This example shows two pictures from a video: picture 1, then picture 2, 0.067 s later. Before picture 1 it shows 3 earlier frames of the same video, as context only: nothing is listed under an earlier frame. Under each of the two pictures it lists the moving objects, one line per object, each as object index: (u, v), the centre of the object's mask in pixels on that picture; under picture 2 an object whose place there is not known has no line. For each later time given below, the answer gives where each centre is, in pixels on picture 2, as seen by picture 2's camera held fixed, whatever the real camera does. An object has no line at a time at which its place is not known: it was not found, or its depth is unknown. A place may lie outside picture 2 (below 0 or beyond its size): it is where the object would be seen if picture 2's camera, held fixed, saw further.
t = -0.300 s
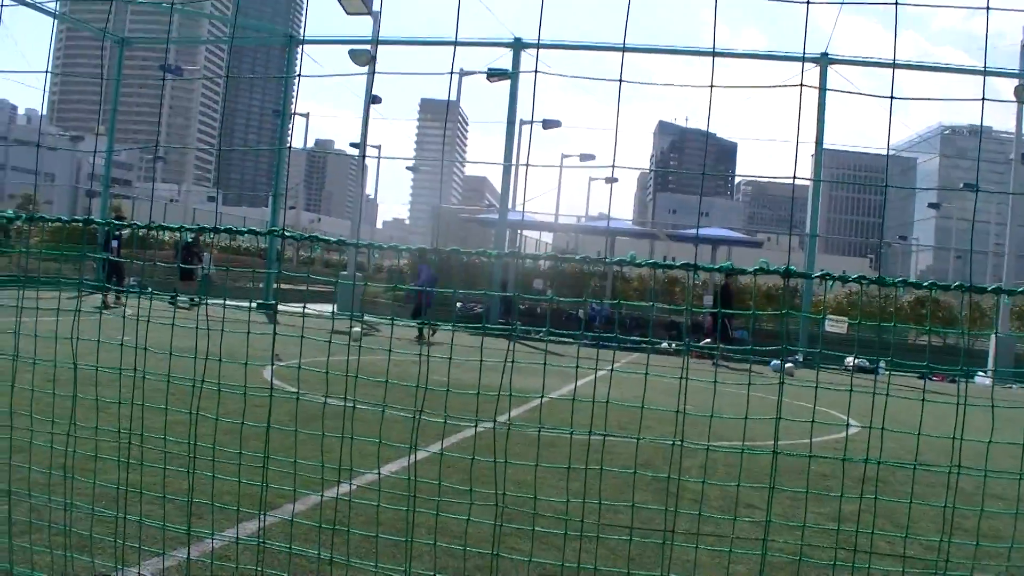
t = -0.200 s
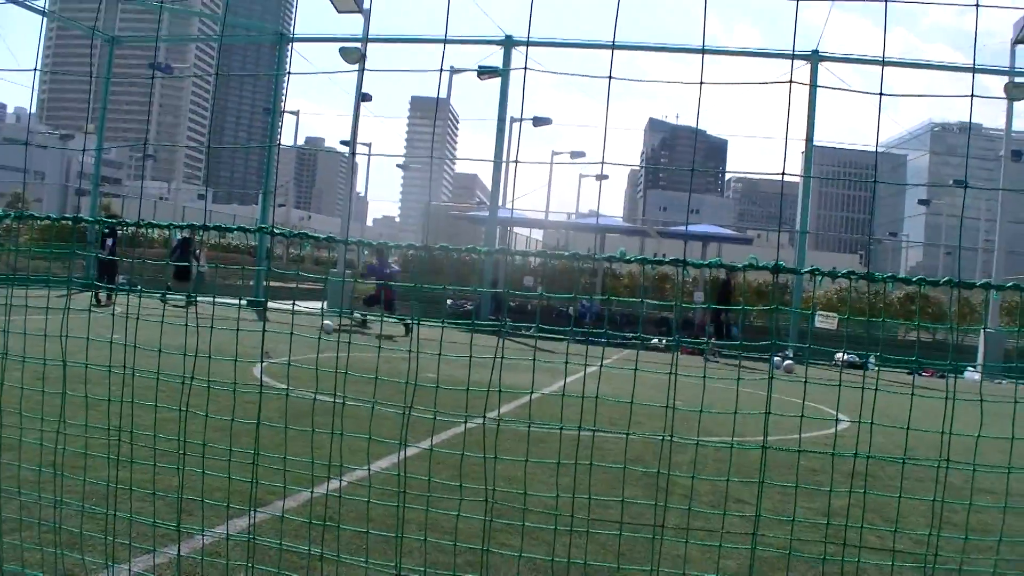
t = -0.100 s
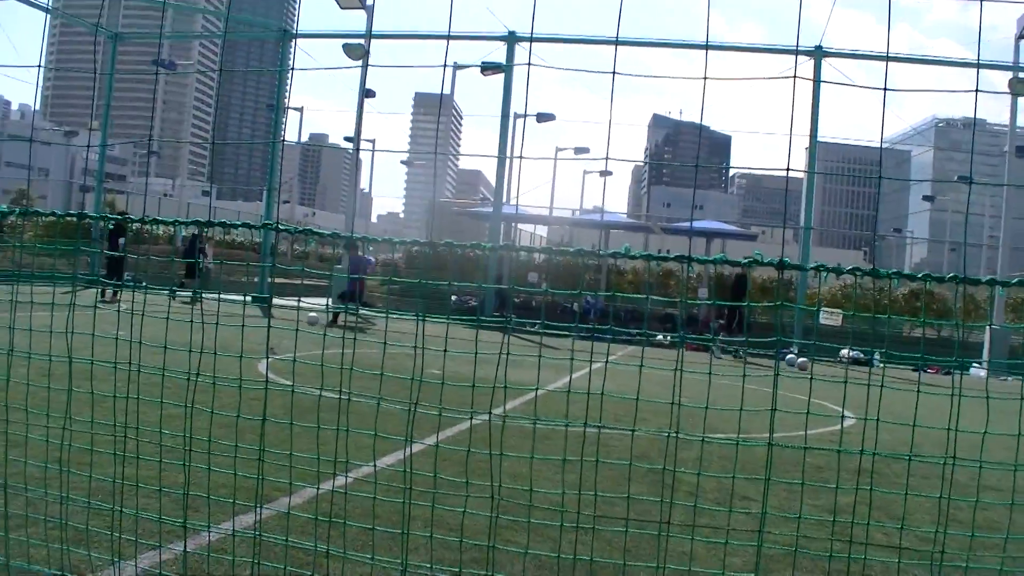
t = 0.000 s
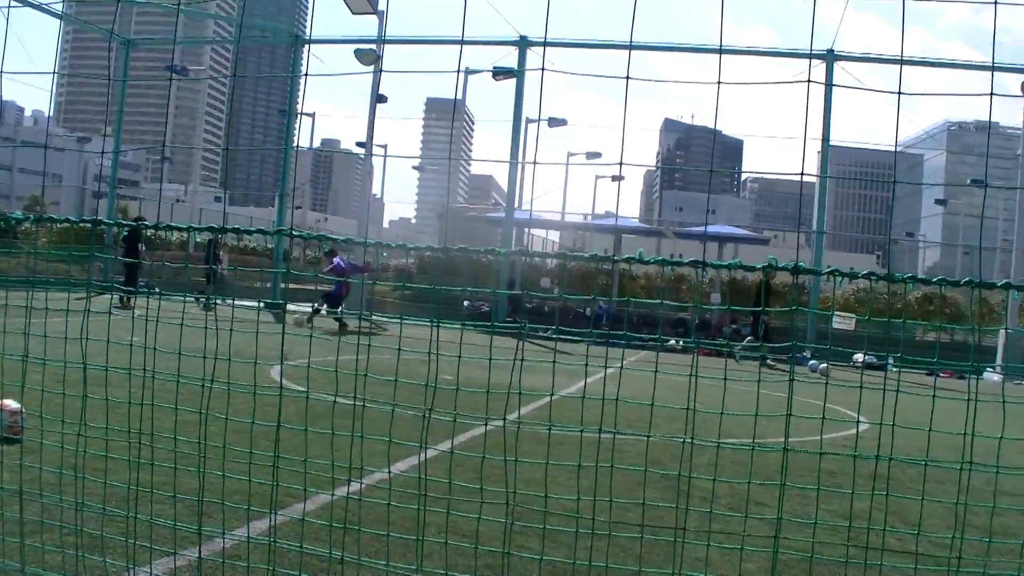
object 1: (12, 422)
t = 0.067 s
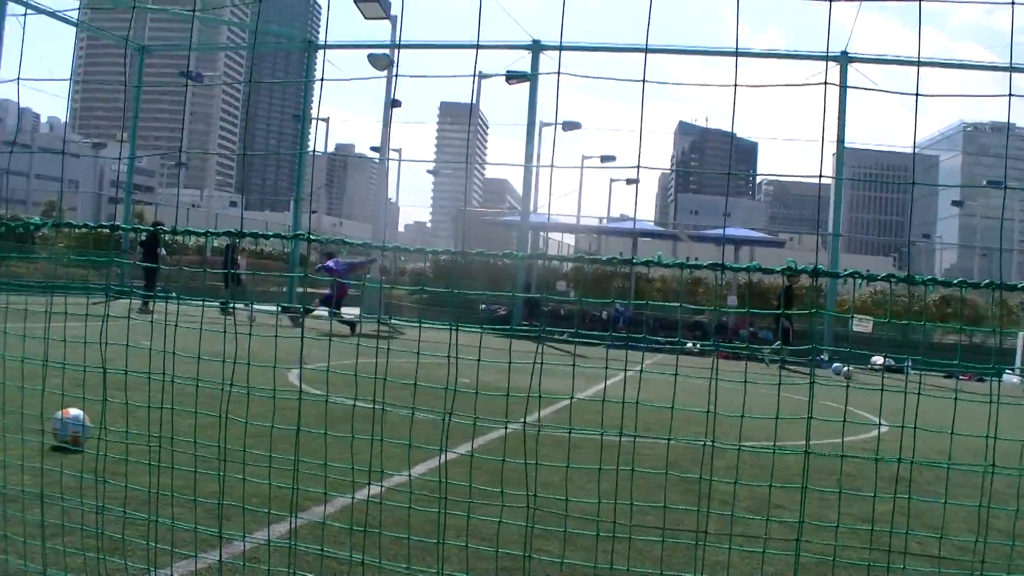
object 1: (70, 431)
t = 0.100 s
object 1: (95, 433)
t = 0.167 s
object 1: (139, 440)
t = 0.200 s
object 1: (159, 443)
